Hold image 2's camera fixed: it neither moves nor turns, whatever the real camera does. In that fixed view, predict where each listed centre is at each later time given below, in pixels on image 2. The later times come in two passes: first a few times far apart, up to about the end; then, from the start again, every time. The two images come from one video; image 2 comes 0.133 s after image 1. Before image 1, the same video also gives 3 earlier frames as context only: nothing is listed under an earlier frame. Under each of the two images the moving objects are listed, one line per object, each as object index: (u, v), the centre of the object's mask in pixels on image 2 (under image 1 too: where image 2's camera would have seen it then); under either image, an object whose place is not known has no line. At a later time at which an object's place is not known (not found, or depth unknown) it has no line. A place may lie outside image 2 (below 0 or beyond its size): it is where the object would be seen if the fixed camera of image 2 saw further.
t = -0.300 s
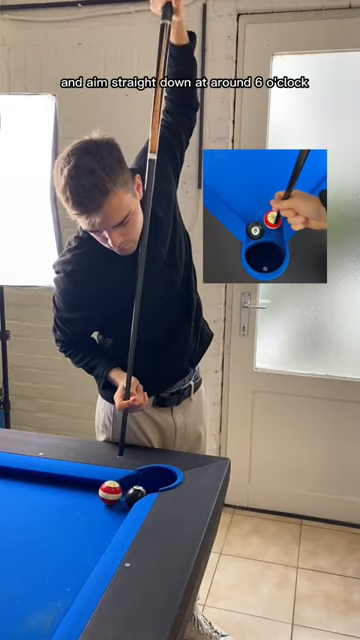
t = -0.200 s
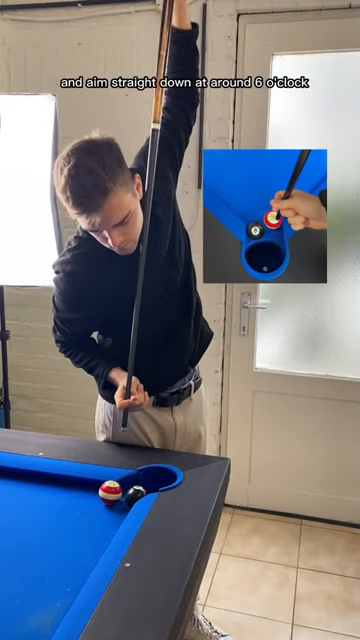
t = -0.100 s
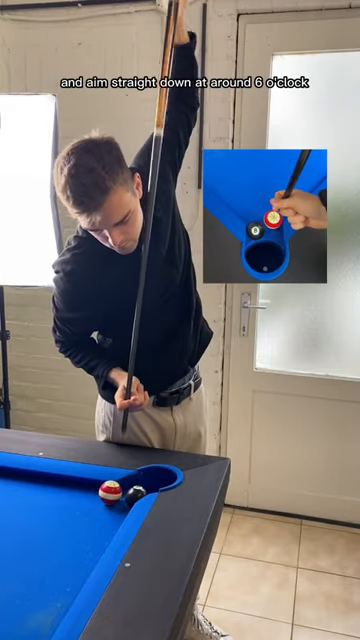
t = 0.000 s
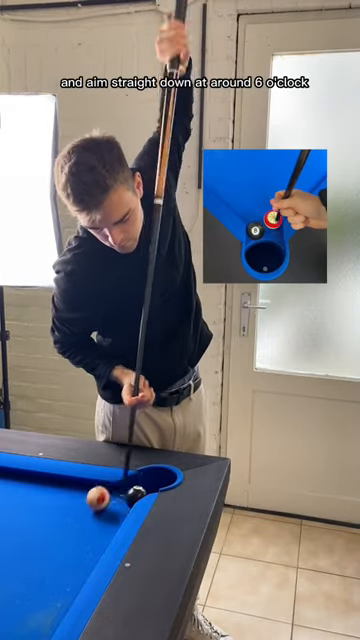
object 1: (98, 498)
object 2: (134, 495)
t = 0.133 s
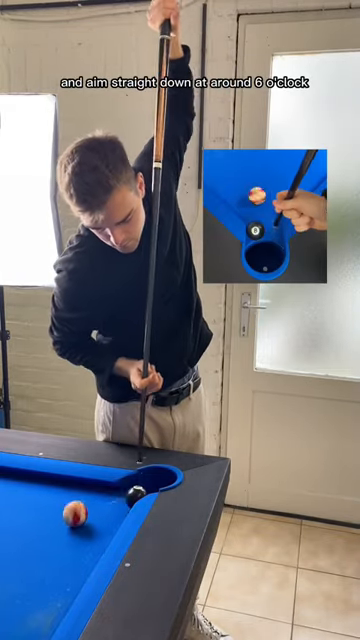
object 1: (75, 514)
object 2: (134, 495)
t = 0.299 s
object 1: (77, 516)
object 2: (134, 495)
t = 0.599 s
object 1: (115, 494)
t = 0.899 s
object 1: (122, 494)
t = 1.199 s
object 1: (127, 499)
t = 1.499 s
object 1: (126, 498)
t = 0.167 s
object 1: (72, 515)
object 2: (134, 495)
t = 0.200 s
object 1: (72, 517)
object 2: (134, 495)
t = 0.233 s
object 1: (72, 517)
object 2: (134, 495)
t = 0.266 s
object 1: (74, 517)
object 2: (134, 495)
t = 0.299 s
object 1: (77, 516)
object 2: (134, 495)
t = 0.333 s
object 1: (81, 515)
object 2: (134, 495)
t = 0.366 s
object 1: (86, 513)
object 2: (134, 495)
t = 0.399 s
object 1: (92, 510)
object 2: (134, 495)
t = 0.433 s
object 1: (100, 507)
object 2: (134, 495)
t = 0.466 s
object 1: (108, 503)
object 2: (134, 495)
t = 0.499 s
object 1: (113, 500)
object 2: (136, 494)
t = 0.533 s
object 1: (113, 498)
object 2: (141, 492)
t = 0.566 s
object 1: (114, 496)
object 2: (144, 491)
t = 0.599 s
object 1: (115, 494)
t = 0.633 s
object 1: (116, 492)
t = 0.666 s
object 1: (117, 491)
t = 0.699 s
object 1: (118, 490)
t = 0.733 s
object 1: (119, 491)
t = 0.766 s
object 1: (119, 492)
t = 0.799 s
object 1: (120, 492)
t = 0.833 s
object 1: (121, 493)
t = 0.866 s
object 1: (122, 494)
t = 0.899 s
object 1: (122, 494)
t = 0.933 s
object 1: (123, 495)
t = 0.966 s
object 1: (124, 497)
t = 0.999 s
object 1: (125, 497)
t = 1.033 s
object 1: (125, 497)
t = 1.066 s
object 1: (126, 498)
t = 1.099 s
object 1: (126, 498)
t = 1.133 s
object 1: (127, 499)
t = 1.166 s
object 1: (127, 499)
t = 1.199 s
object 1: (127, 499)
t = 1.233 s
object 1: (127, 499)
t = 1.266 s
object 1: (127, 499)
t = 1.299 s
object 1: (126, 499)
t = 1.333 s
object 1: (126, 499)
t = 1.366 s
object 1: (126, 499)
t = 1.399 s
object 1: (126, 499)
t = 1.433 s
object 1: (126, 499)
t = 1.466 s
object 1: (126, 499)
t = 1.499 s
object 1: (126, 498)
